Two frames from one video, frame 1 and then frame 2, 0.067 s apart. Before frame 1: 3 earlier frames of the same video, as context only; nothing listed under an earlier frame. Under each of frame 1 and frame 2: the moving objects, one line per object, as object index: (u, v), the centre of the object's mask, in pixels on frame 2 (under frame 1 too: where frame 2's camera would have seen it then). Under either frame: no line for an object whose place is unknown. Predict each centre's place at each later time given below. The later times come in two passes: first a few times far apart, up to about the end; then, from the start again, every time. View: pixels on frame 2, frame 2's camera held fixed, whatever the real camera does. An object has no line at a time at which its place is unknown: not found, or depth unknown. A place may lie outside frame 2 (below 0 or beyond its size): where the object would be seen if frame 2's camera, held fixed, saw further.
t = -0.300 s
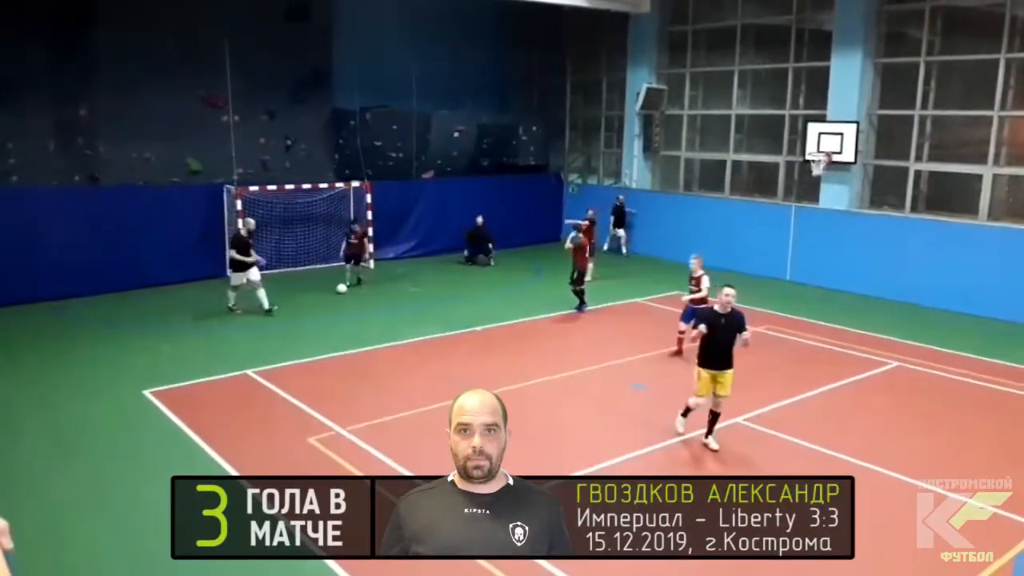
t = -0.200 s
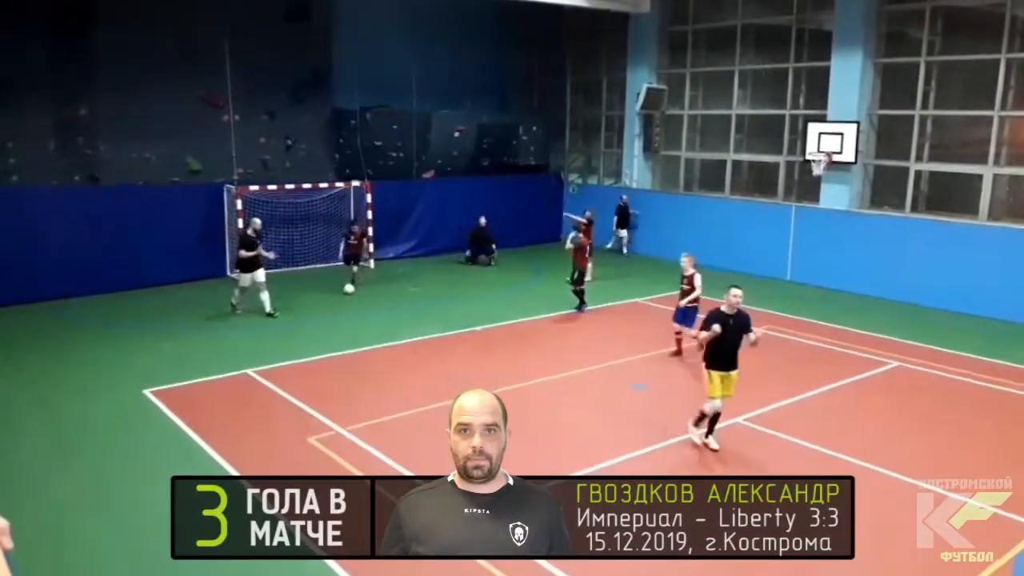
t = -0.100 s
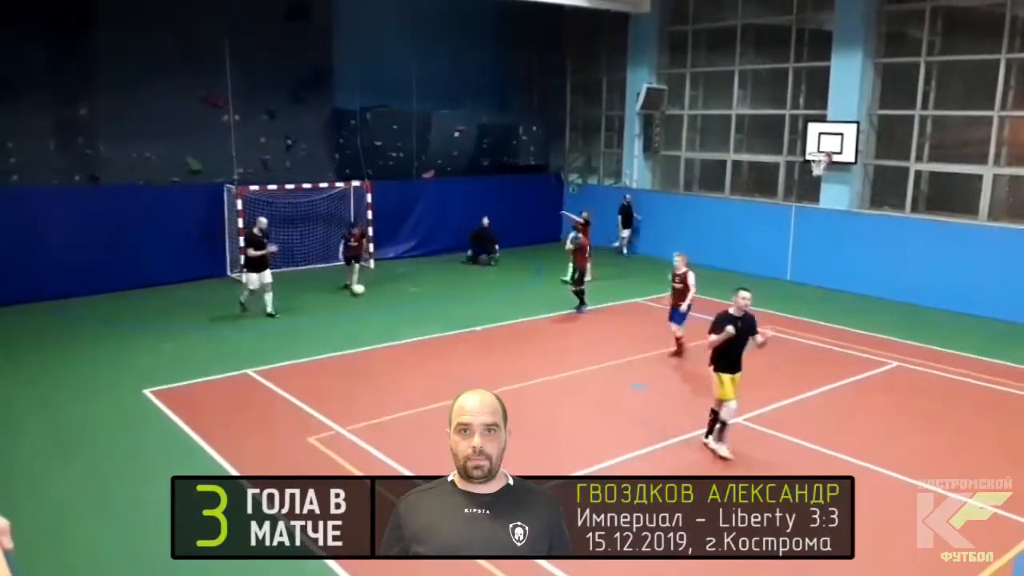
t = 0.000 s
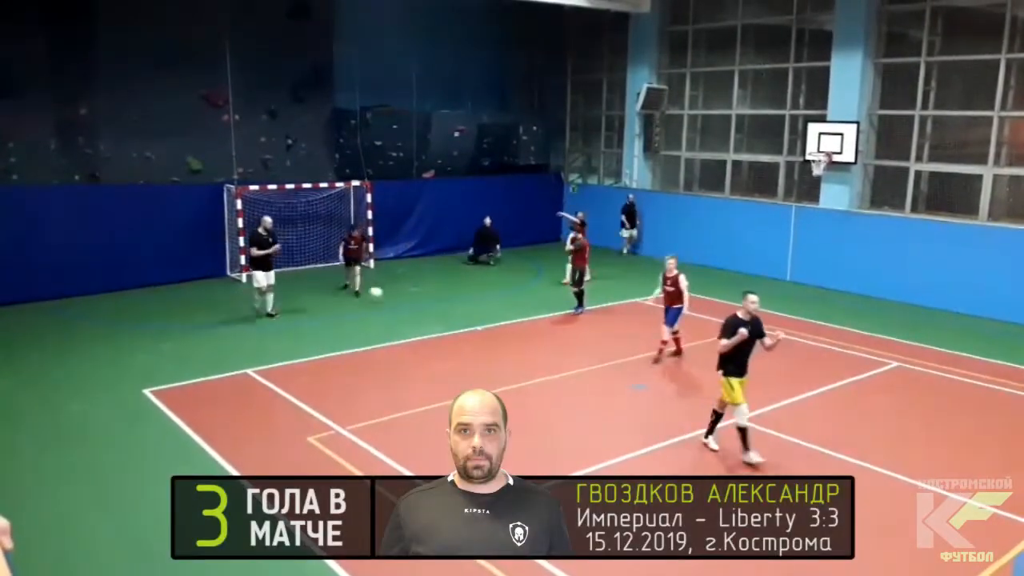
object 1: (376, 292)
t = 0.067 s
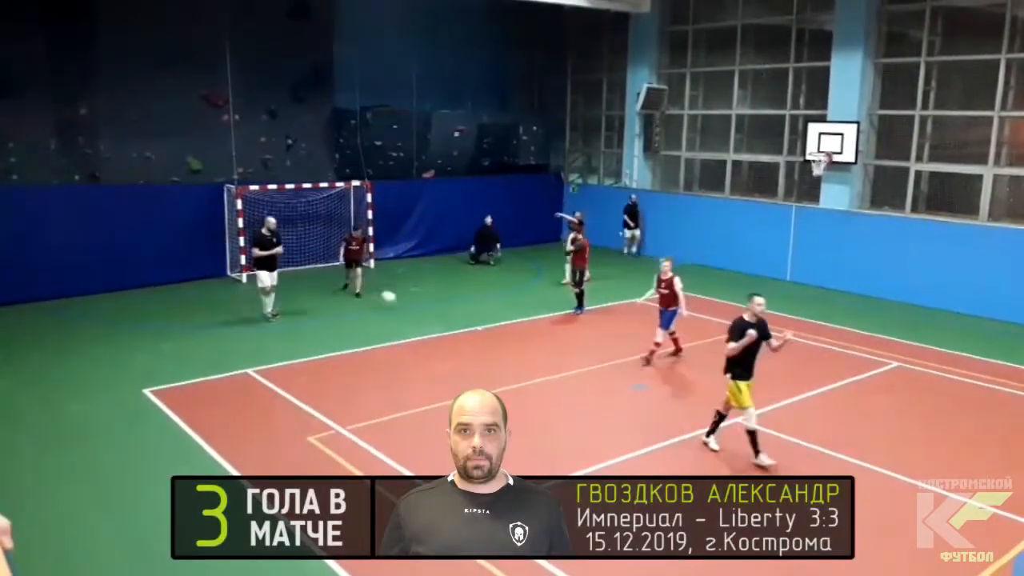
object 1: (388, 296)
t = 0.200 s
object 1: (417, 313)
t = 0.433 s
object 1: (466, 334)
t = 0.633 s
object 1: (505, 356)
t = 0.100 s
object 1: (396, 299)
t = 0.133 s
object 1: (402, 303)
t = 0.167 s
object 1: (409, 308)
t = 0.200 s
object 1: (417, 313)
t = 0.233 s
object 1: (424, 320)
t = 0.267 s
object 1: (431, 323)
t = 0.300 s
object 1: (437, 325)
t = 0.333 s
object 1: (444, 325)
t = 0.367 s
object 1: (451, 327)
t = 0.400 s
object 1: (458, 330)
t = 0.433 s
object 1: (466, 334)
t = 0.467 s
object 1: (473, 340)
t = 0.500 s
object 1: (480, 345)
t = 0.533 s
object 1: (487, 348)
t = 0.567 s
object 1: (493, 351)
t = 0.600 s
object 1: (499, 354)
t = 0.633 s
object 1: (505, 356)
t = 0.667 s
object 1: (511, 359)
